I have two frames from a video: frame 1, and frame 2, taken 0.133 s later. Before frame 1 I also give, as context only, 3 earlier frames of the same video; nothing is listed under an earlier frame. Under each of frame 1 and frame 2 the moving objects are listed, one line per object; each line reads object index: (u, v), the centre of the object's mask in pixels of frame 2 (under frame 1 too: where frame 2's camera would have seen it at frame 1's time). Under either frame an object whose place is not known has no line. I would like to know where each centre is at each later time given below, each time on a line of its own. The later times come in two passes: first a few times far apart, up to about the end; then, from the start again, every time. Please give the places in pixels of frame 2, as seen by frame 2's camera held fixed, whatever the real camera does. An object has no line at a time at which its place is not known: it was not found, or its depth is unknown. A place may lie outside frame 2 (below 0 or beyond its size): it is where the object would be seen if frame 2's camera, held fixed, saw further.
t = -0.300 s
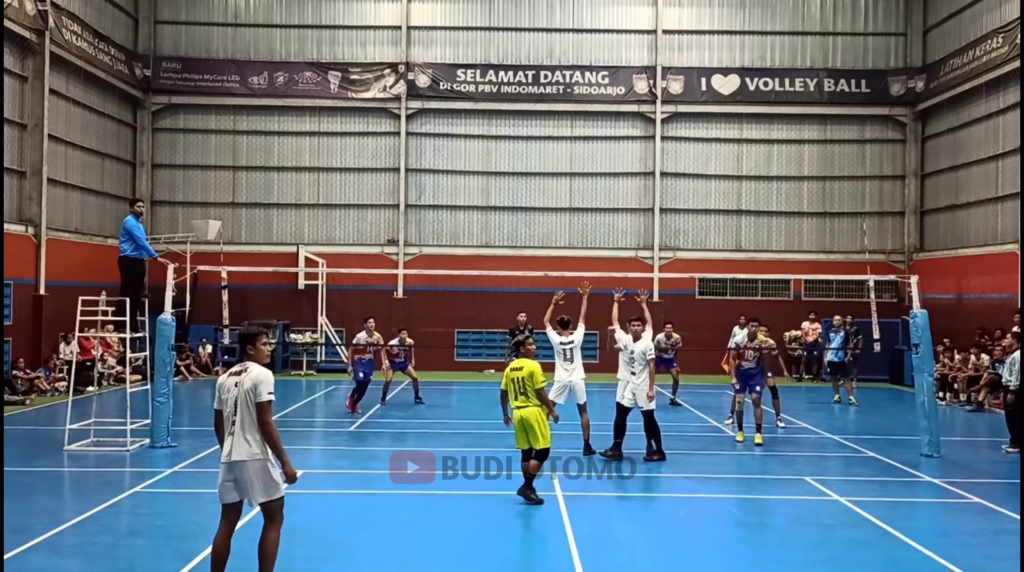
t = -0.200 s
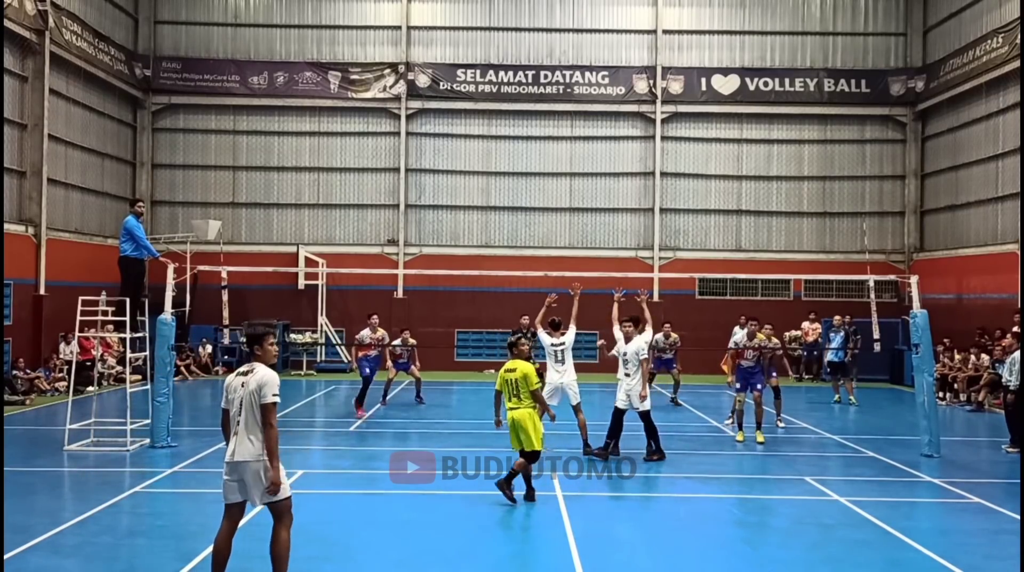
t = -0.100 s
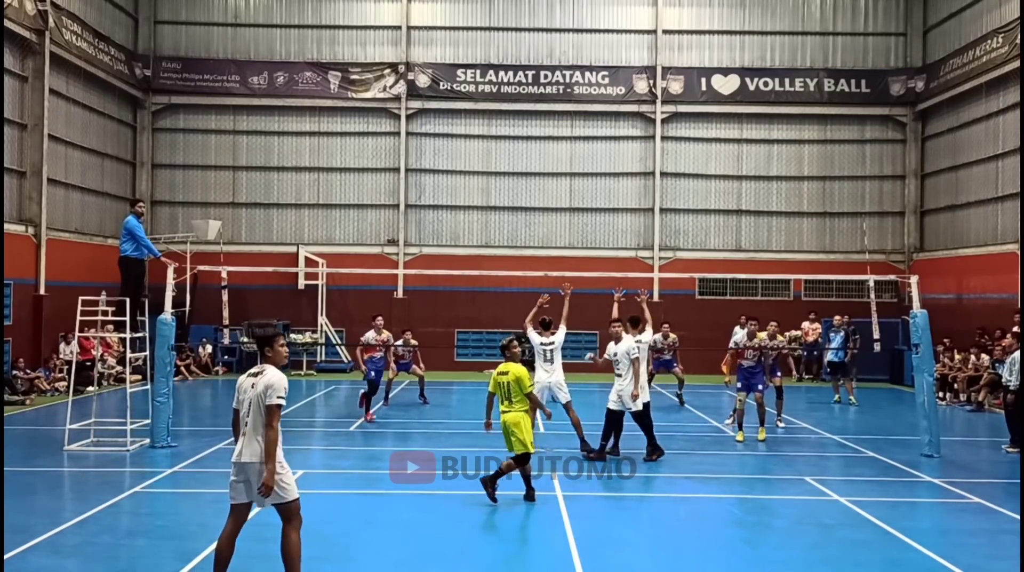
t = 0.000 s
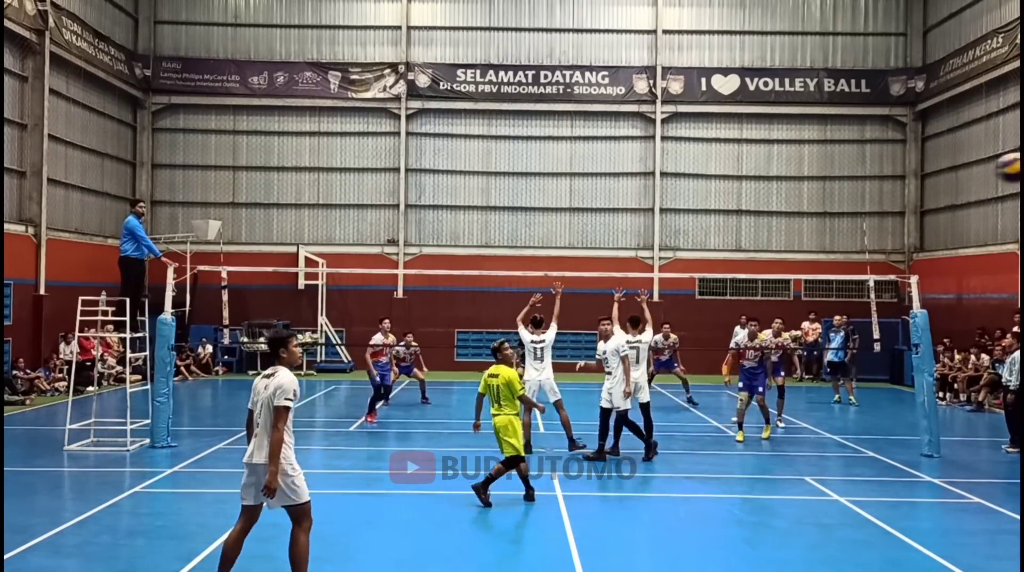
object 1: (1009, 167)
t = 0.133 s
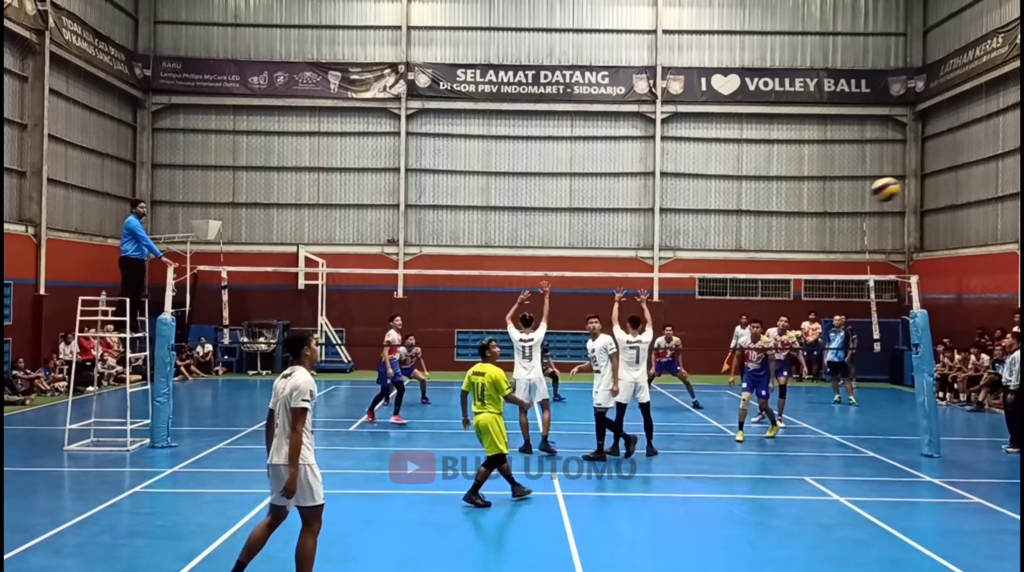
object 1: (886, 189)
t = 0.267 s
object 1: (808, 215)
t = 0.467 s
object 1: (733, 261)
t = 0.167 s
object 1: (862, 195)
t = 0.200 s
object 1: (841, 202)
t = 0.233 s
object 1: (823, 208)
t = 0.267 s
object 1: (808, 215)
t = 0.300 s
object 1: (793, 222)
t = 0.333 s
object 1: (779, 229)
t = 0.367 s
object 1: (766, 237)
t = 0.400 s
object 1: (754, 245)
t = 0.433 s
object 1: (743, 253)
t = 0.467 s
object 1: (733, 261)
